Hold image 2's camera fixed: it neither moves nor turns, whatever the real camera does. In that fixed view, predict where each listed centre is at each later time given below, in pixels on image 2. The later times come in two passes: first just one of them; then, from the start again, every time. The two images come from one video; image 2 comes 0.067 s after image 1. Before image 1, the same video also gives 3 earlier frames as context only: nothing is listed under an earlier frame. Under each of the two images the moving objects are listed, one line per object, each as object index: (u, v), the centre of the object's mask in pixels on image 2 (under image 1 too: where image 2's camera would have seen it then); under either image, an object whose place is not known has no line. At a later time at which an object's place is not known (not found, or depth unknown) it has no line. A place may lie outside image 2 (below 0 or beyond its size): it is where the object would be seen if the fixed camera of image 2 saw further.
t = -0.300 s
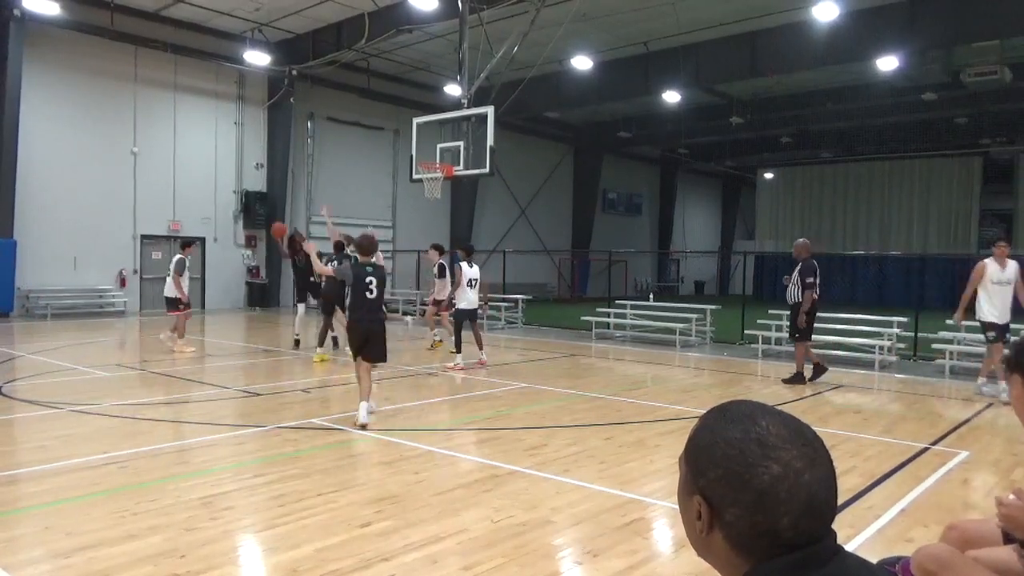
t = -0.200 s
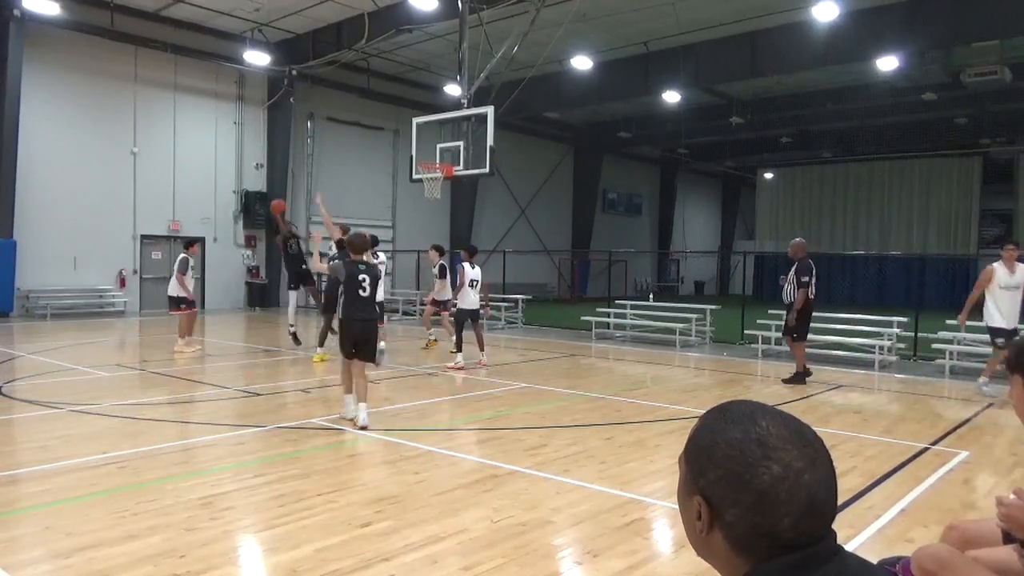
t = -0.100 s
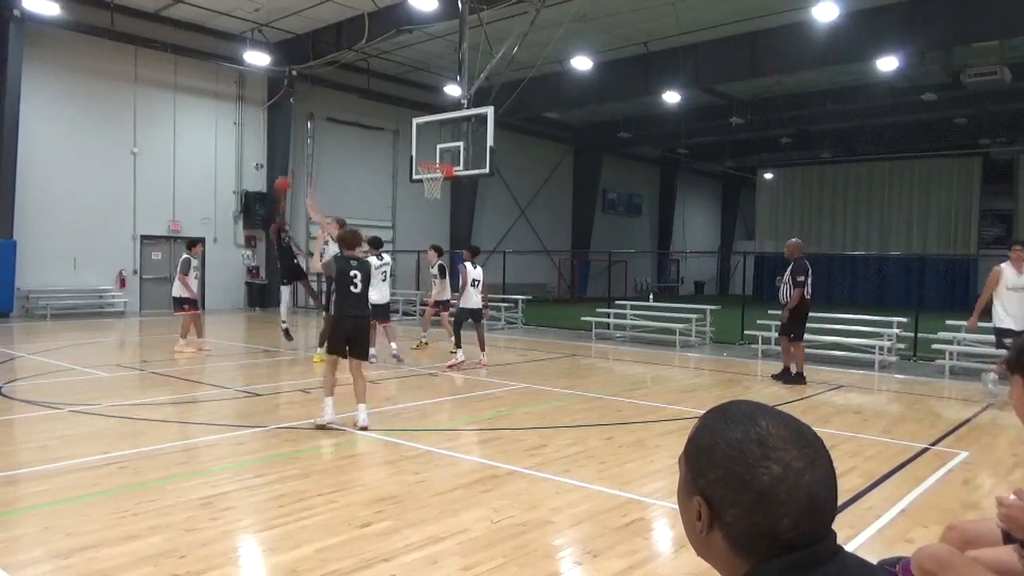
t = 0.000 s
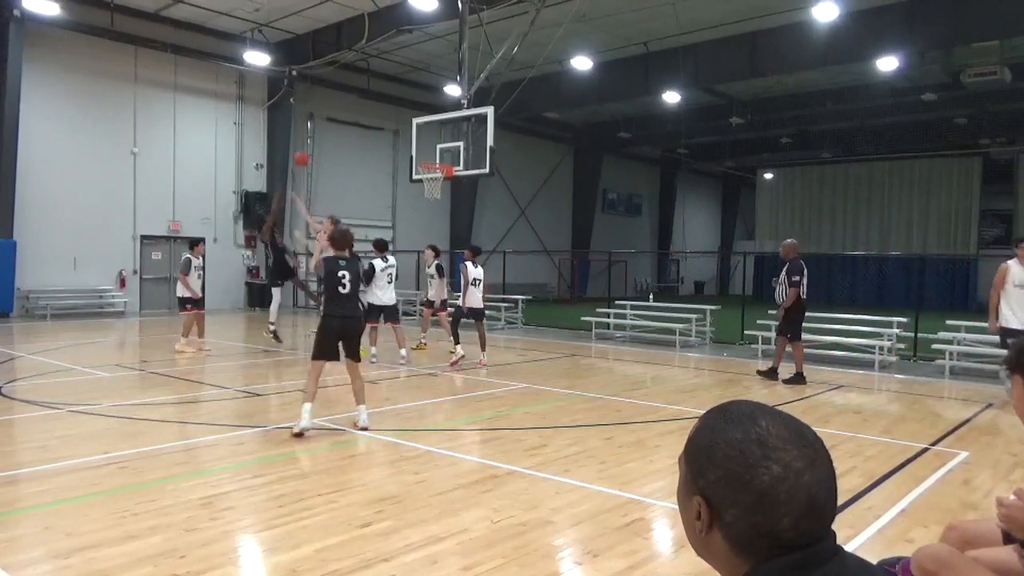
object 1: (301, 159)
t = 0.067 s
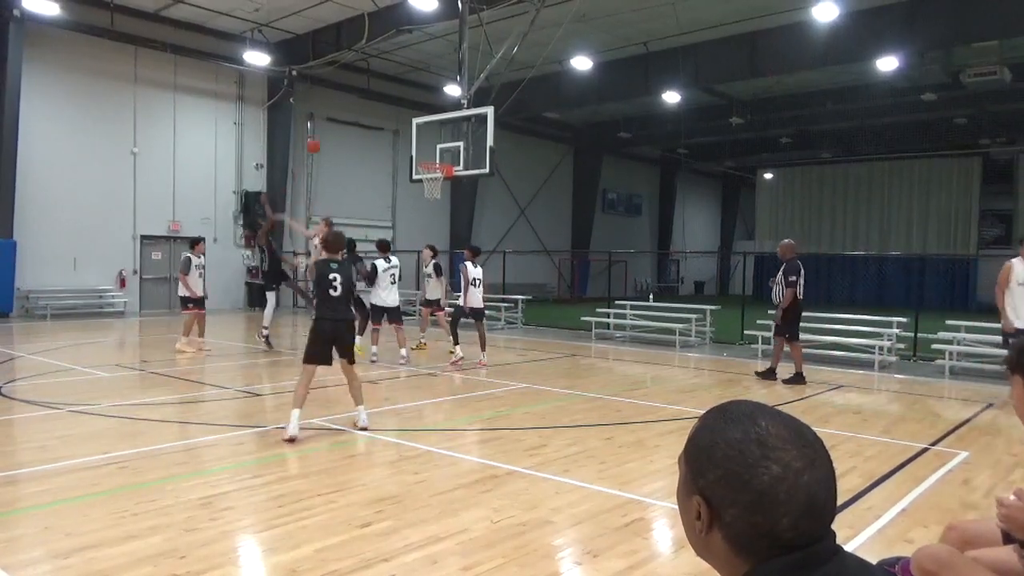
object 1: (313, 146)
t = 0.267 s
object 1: (347, 124)
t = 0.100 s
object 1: (319, 141)
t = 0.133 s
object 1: (325, 135)
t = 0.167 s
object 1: (329, 132)
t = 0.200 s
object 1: (336, 128)
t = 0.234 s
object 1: (341, 125)
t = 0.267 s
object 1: (347, 124)
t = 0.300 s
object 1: (353, 122)
